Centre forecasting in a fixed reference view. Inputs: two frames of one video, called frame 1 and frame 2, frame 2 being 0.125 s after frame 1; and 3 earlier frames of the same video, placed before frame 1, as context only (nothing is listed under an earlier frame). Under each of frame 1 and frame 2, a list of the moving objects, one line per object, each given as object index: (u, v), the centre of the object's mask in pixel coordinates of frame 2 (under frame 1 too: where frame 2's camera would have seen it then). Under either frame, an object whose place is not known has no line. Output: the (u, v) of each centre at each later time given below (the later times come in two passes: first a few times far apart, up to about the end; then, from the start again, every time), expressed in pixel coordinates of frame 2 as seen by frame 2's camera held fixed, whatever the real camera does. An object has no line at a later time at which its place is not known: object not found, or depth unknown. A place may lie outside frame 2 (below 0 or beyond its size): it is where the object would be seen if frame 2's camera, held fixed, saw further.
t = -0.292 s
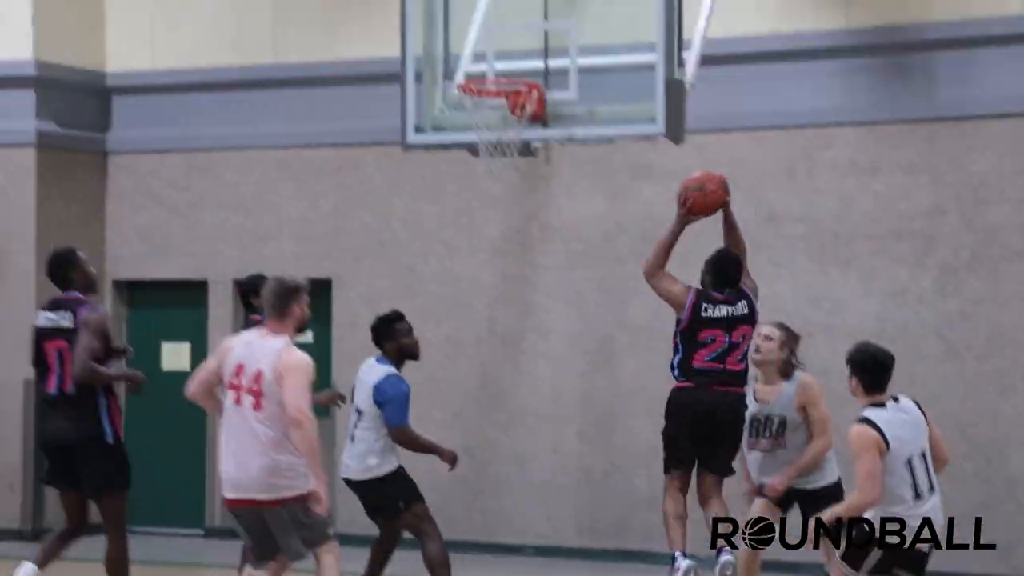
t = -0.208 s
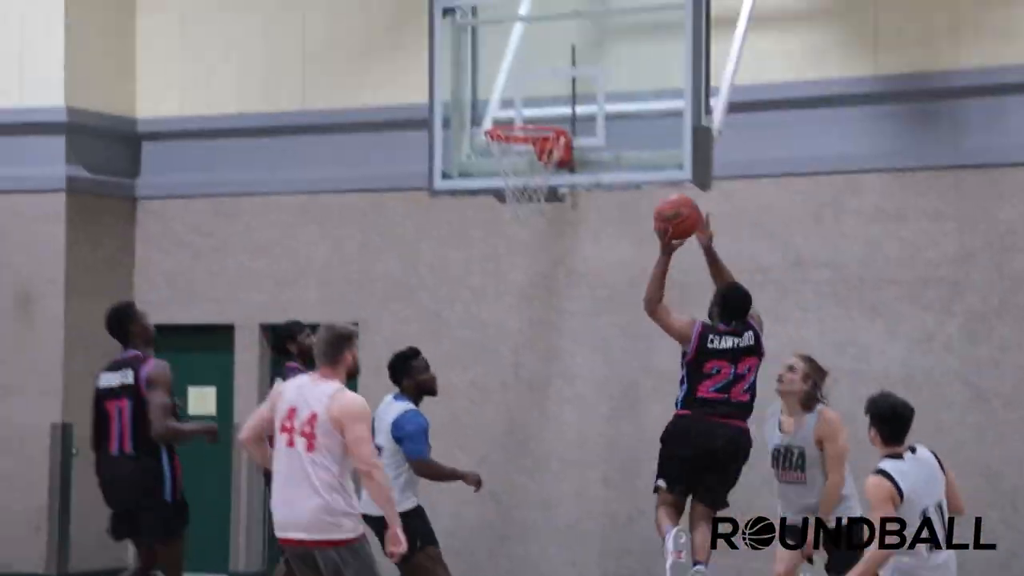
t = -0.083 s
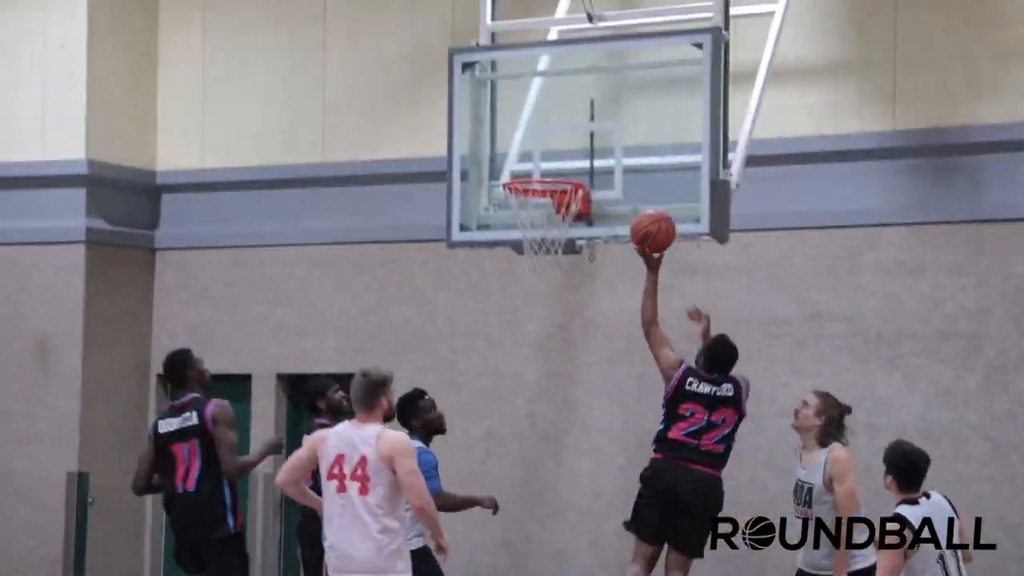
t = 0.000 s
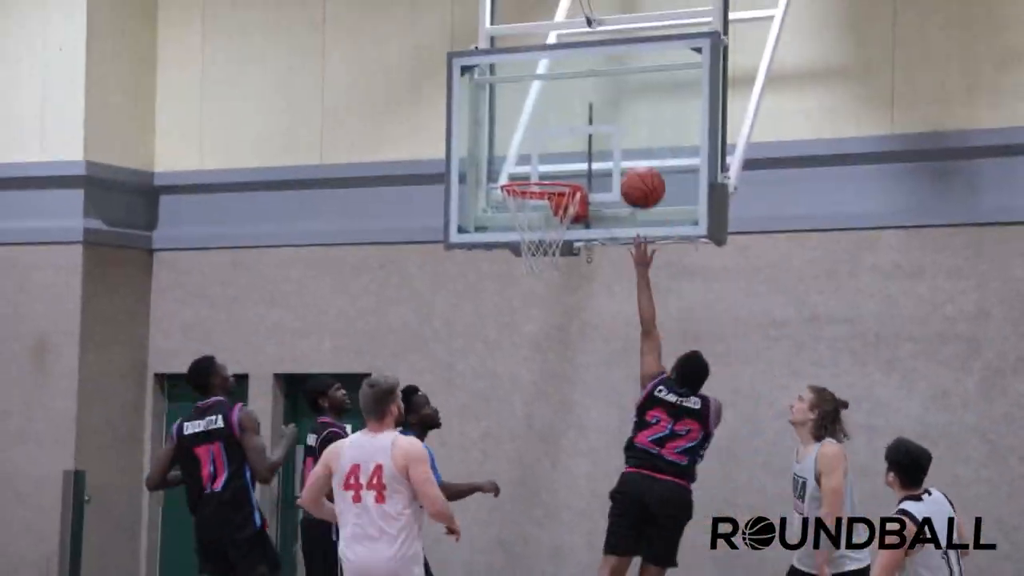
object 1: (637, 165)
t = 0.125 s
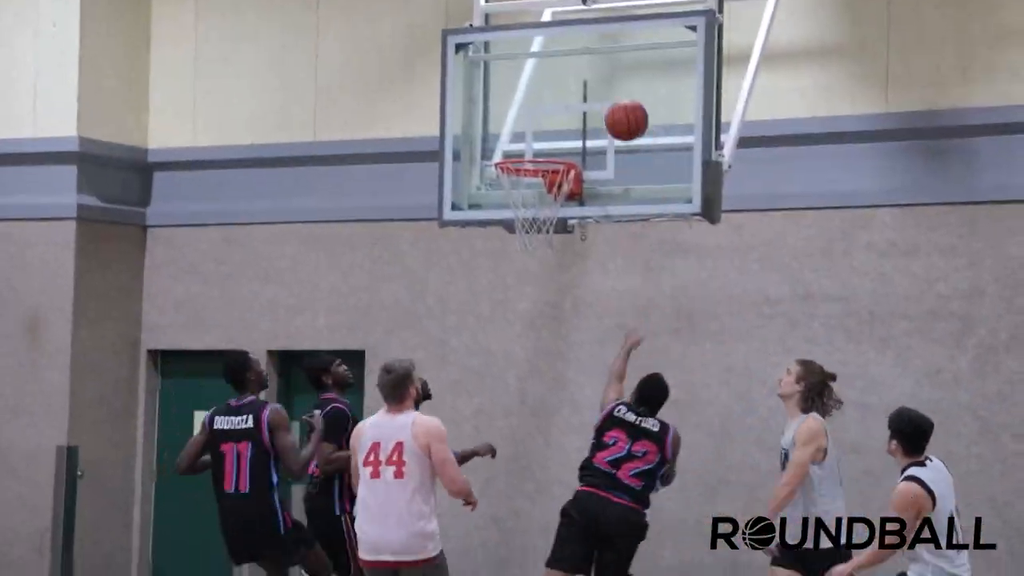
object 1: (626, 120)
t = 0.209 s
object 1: (619, 107)
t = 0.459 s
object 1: (579, 127)
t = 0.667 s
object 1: (522, 179)
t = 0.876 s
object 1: (532, 245)
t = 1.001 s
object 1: (537, 309)
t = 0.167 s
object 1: (623, 112)
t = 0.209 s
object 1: (619, 107)
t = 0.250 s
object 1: (616, 105)
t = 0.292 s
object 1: (613, 104)
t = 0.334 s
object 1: (610, 107)
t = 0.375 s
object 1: (606, 112)
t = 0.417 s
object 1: (594, 119)
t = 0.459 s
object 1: (579, 127)
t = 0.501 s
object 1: (565, 139)
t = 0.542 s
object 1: (552, 147)
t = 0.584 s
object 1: (538, 159)
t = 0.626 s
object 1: (522, 172)
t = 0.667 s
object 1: (522, 179)
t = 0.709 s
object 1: (525, 186)
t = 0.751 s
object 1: (526, 199)
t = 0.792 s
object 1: (528, 214)
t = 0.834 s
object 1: (529, 228)
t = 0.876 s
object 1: (532, 245)
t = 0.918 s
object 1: (533, 263)
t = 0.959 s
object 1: (535, 285)
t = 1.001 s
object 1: (537, 309)
